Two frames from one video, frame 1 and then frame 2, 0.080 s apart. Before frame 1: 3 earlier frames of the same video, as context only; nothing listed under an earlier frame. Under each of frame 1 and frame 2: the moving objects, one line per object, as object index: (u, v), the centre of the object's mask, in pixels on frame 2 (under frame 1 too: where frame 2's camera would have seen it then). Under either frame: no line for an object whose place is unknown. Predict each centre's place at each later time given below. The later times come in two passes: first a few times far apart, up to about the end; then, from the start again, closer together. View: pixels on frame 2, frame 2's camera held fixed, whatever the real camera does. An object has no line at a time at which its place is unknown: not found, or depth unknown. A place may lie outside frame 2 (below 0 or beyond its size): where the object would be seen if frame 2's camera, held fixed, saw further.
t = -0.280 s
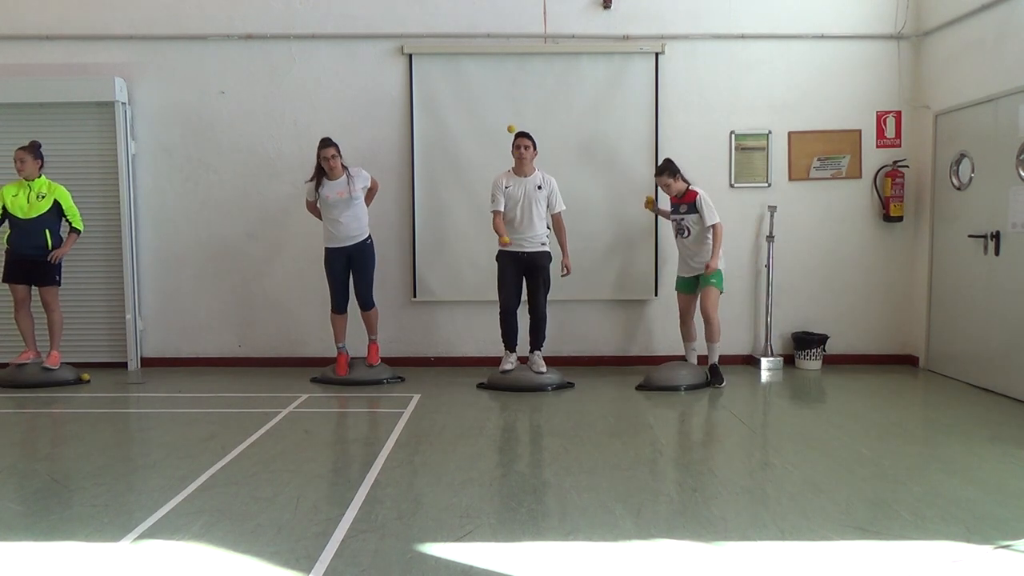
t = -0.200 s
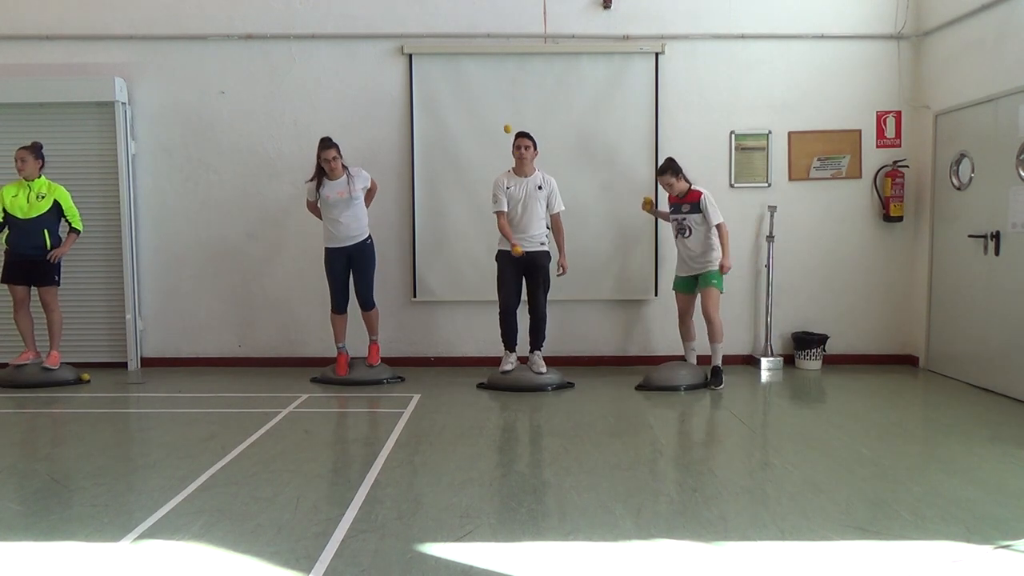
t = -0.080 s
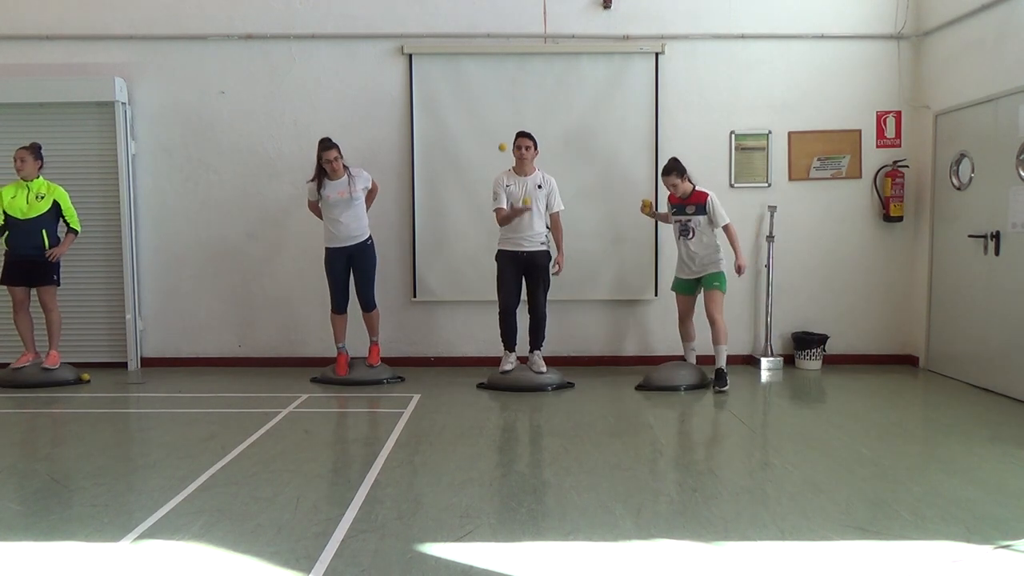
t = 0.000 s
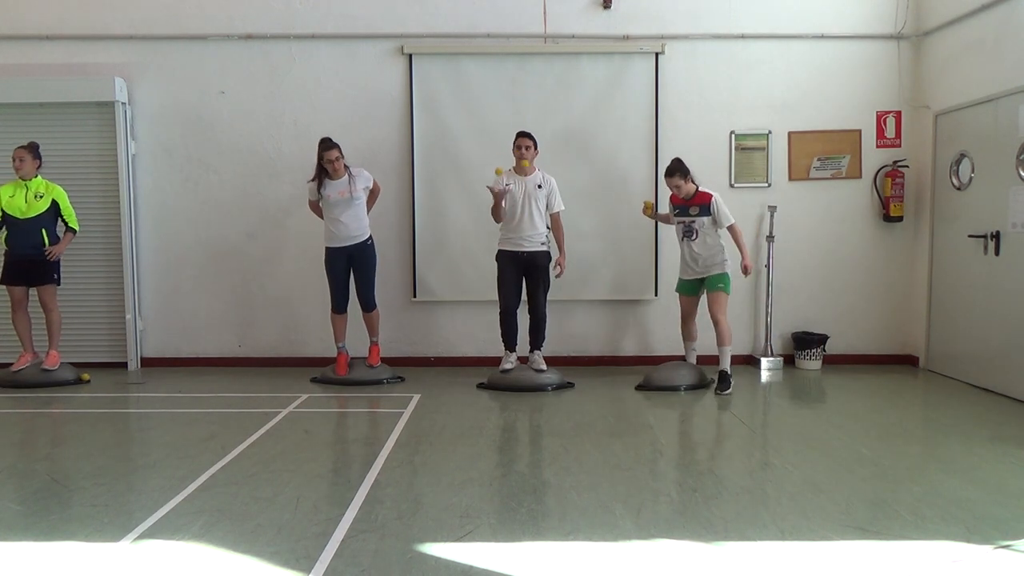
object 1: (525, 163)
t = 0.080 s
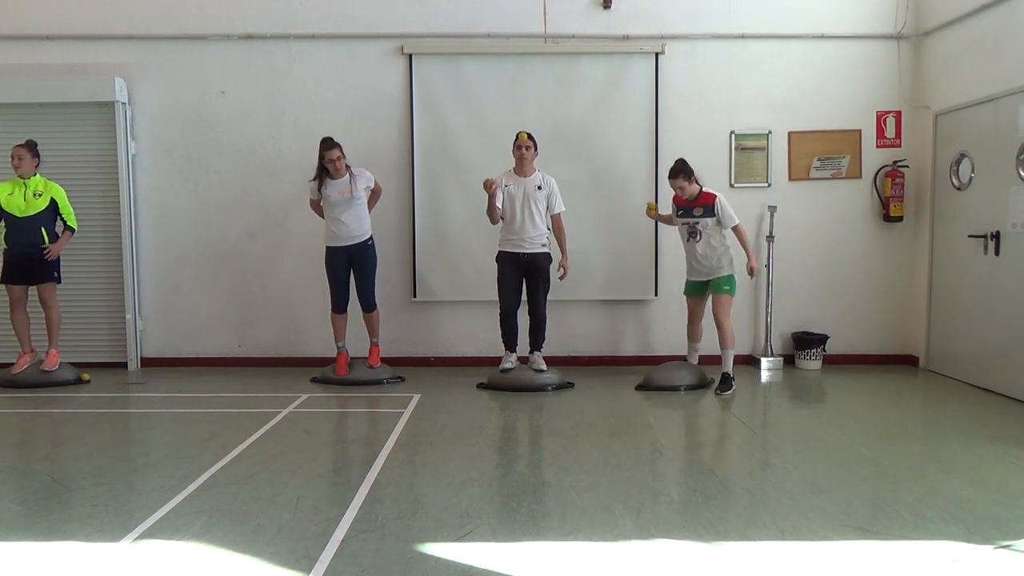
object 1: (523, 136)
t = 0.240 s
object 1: (519, 109)
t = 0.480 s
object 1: (515, 142)
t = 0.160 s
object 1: (520, 118)
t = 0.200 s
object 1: (520, 112)
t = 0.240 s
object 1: (519, 109)
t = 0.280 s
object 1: (518, 108)
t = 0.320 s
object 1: (517, 110)
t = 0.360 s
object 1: (517, 114)
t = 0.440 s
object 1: (515, 130)
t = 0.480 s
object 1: (515, 142)
